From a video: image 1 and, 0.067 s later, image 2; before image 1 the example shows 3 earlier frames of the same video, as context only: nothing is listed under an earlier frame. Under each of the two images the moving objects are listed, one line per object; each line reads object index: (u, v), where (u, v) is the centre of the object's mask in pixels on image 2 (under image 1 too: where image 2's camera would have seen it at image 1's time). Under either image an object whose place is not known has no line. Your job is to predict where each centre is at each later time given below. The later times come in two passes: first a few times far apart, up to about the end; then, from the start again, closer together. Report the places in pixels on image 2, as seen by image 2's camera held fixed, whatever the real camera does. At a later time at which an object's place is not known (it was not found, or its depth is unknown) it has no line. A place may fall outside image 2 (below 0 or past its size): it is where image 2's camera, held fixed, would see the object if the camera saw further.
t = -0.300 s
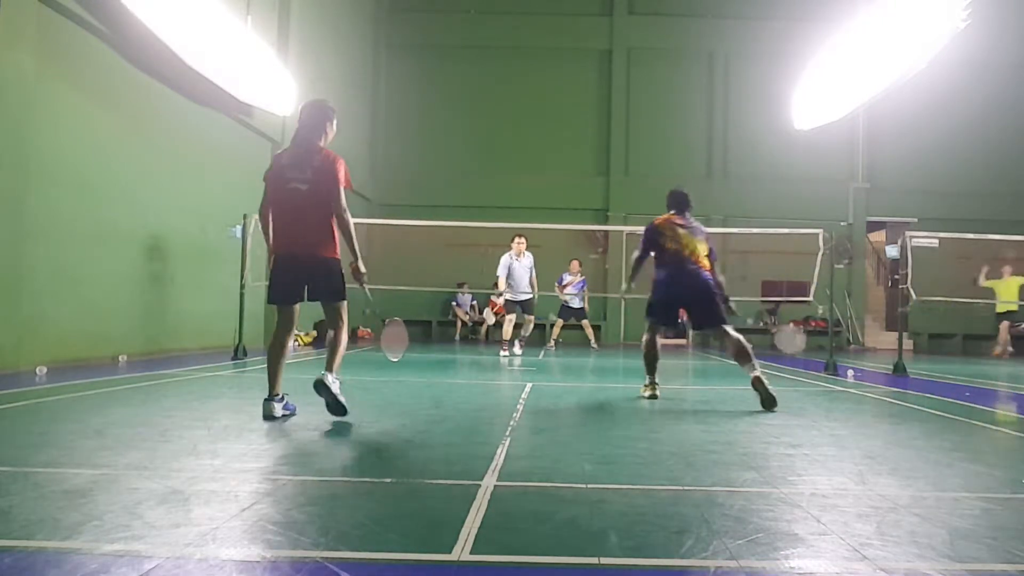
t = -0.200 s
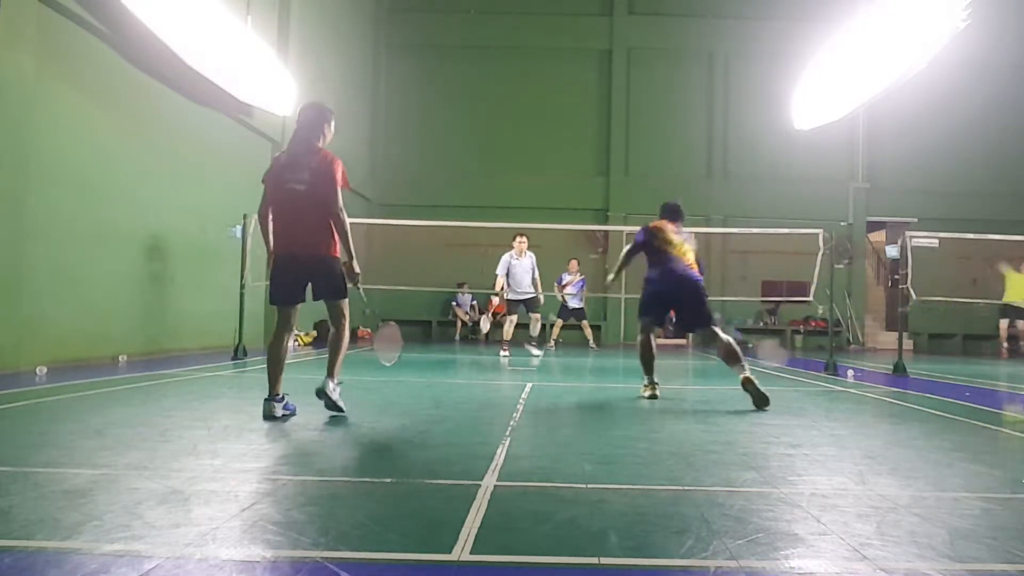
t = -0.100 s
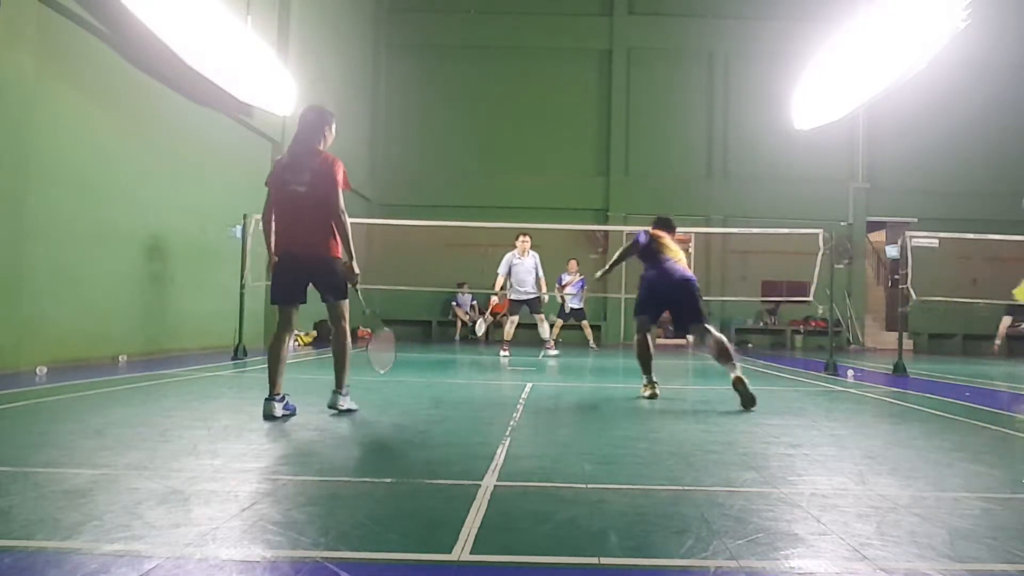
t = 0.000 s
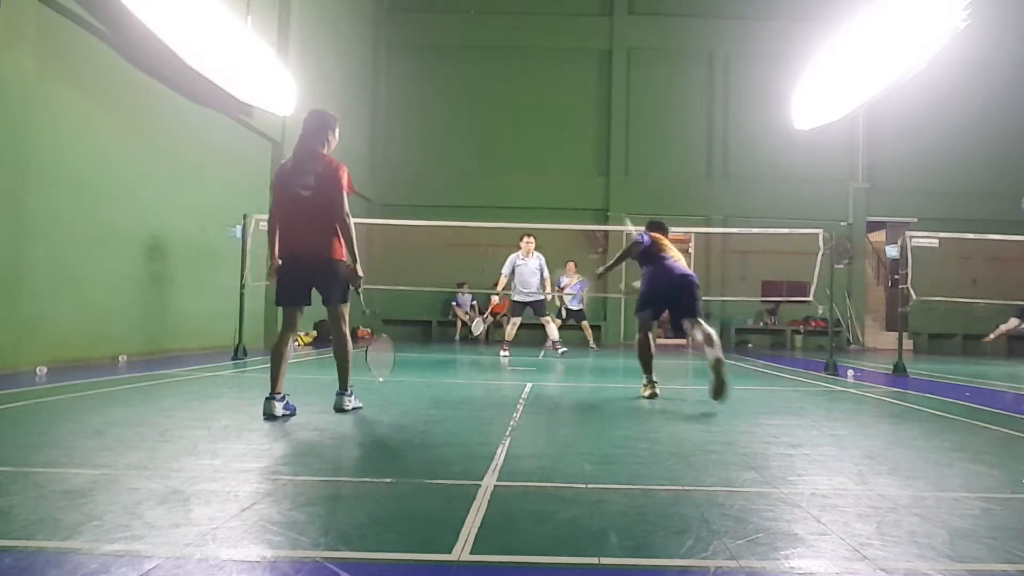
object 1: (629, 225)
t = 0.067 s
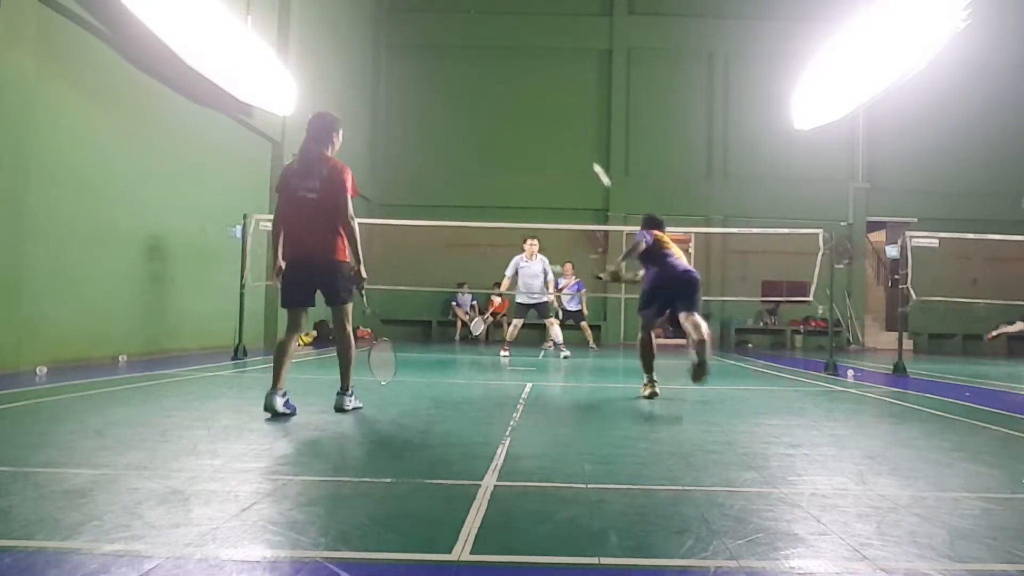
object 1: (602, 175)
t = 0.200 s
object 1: (555, 111)
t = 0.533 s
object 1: (489, 67)
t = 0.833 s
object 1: (451, 101)
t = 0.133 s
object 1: (575, 139)
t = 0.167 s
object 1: (564, 124)
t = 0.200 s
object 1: (555, 111)
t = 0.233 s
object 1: (547, 101)
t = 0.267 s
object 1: (538, 92)
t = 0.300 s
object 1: (531, 85)
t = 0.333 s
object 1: (523, 79)
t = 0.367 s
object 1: (517, 75)
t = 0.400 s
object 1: (511, 72)
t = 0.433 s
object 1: (504, 69)
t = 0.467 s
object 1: (499, 68)
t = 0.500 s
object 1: (493, 67)
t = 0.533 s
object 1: (489, 67)
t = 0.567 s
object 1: (484, 68)
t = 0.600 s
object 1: (479, 70)
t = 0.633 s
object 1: (474, 73)
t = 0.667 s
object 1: (470, 76)
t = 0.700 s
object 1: (466, 80)
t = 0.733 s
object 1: (462, 84)
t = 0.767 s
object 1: (458, 90)
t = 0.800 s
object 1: (454, 95)
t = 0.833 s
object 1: (451, 101)
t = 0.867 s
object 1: (448, 109)
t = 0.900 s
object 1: (444, 116)
